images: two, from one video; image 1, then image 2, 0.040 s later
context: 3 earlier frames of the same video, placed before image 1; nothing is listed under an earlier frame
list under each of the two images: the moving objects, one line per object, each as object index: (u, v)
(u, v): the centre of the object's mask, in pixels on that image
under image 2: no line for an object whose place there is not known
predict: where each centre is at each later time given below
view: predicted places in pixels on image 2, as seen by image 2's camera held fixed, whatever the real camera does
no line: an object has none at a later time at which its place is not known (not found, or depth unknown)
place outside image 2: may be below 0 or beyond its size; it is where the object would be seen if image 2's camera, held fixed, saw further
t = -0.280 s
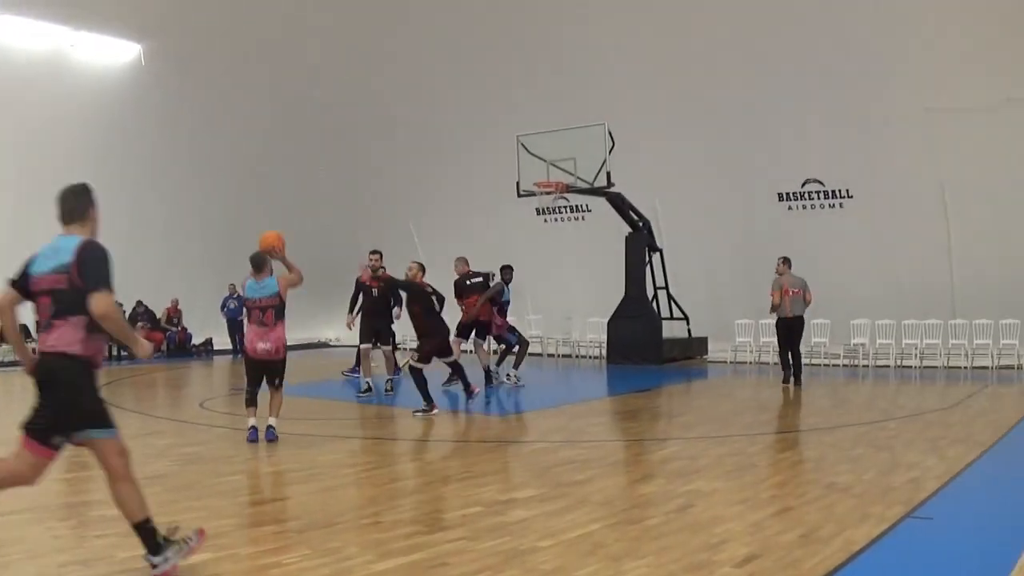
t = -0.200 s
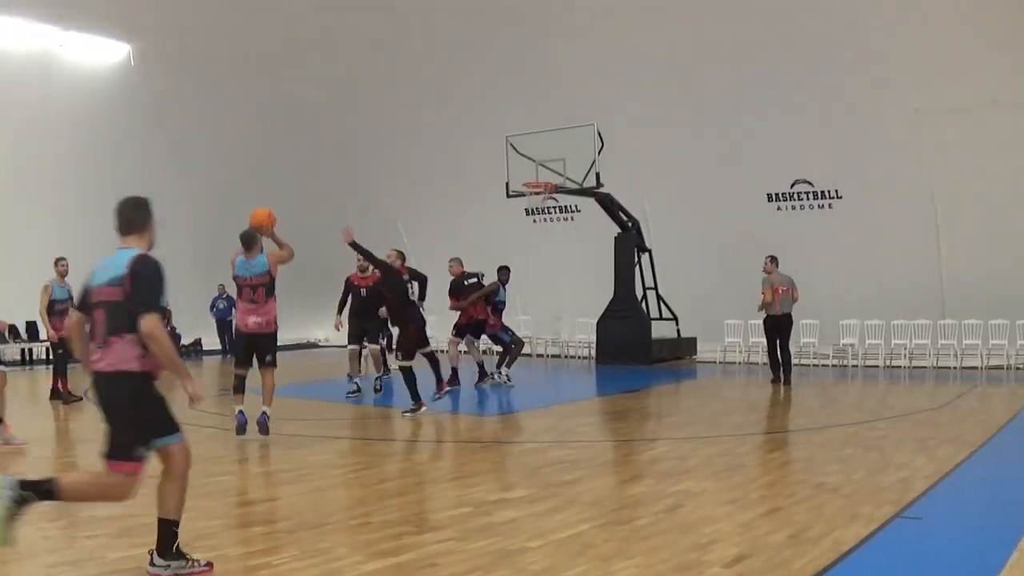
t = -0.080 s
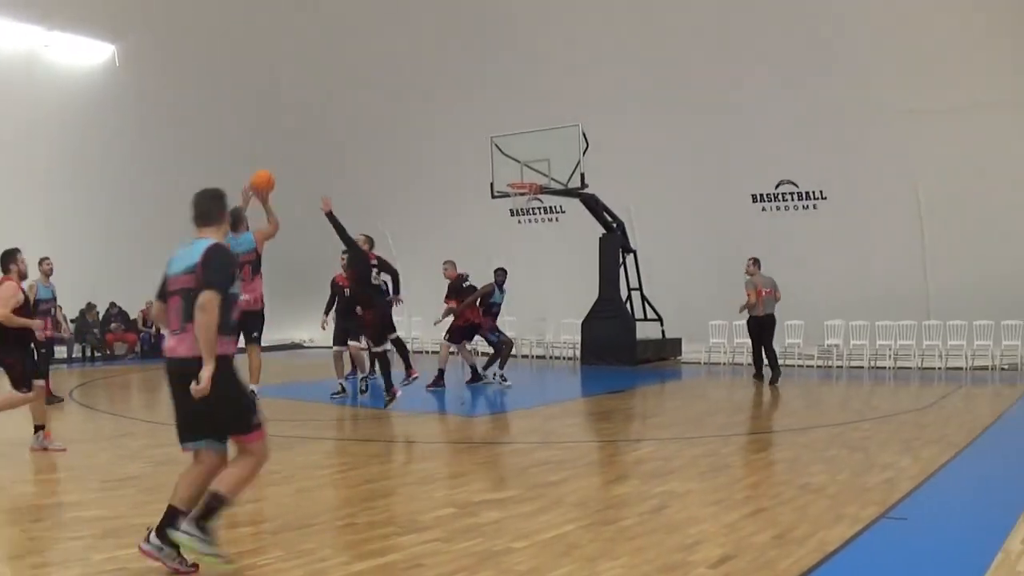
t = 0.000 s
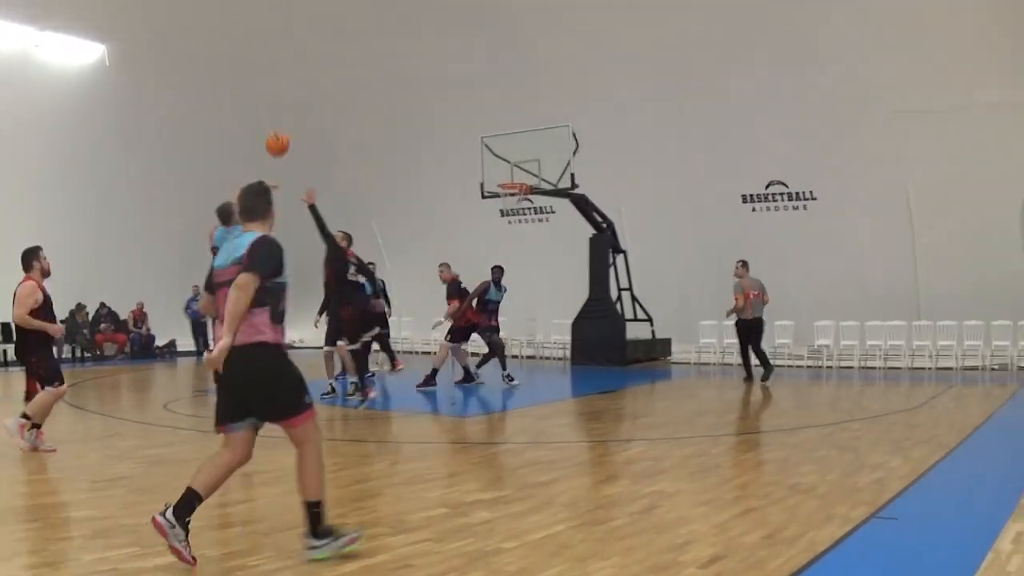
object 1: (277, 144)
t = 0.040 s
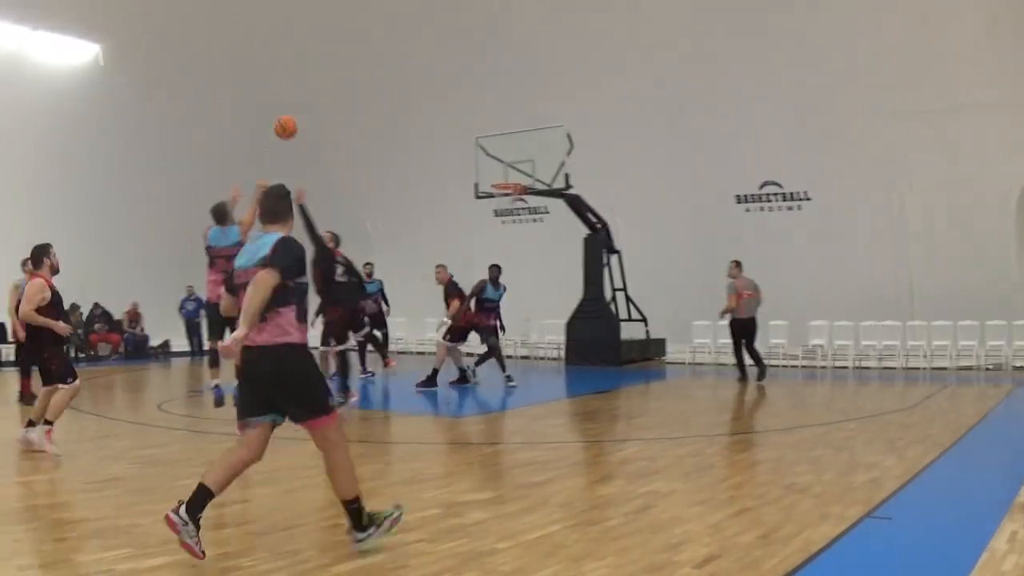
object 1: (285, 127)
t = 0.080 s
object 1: (299, 113)
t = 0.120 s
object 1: (310, 100)
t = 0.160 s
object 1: (319, 91)
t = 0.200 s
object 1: (328, 83)
